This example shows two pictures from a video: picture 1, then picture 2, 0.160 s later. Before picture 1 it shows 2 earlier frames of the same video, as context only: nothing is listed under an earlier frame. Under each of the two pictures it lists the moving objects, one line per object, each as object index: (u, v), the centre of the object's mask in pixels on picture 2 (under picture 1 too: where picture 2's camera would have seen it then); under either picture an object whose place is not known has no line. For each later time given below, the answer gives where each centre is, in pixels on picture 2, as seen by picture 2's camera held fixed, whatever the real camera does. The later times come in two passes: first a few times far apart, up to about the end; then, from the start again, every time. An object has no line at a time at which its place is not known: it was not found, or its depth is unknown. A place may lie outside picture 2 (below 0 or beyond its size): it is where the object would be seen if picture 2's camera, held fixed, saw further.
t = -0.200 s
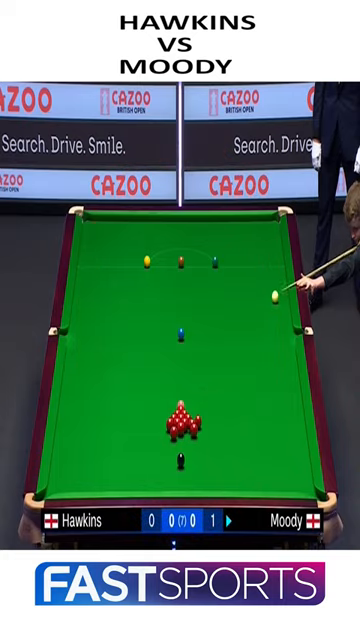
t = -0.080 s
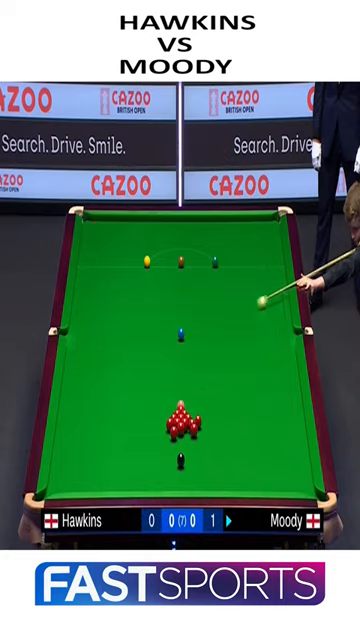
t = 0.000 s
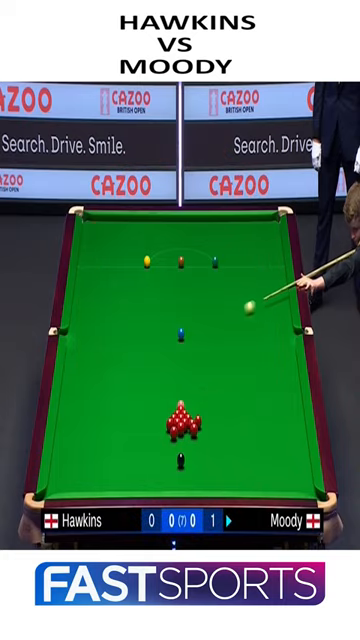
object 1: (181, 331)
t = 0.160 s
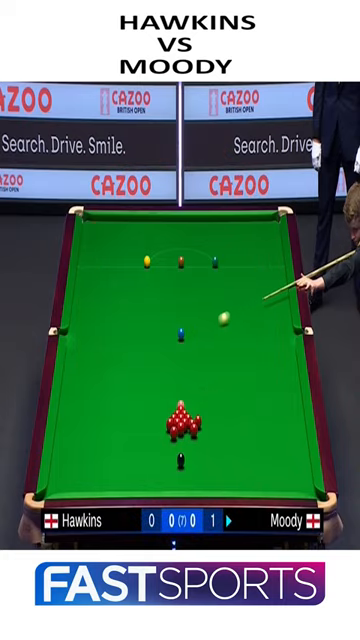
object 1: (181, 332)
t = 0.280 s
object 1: (181, 331)
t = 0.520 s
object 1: (163, 332)
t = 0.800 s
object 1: (134, 331)
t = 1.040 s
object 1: (111, 331)
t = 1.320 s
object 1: (84, 331)
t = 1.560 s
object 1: (65, 333)
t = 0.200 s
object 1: (181, 331)
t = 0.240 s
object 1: (181, 331)
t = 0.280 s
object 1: (181, 331)
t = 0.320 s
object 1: (181, 331)
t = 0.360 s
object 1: (181, 332)
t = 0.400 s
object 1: (178, 332)
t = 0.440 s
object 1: (173, 332)
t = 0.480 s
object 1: (167, 332)
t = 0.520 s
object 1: (163, 332)
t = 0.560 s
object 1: (158, 332)
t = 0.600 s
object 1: (154, 332)
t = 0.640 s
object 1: (150, 331)
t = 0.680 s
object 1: (146, 331)
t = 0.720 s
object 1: (142, 331)
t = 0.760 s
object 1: (138, 331)
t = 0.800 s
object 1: (134, 331)
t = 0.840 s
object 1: (130, 331)
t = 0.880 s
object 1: (126, 331)
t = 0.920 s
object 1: (122, 331)
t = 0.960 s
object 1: (119, 331)
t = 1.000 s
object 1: (115, 331)
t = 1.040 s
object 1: (111, 331)
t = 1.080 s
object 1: (107, 331)
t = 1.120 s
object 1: (103, 331)
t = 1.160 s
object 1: (99, 331)
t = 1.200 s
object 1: (95, 331)
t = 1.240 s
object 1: (92, 331)
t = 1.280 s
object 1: (88, 331)
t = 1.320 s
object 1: (84, 331)
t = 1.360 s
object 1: (81, 331)
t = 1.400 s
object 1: (77, 331)
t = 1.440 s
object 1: (73, 331)
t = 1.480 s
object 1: (69, 330)
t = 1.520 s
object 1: (66, 330)
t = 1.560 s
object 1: (65, 333)
